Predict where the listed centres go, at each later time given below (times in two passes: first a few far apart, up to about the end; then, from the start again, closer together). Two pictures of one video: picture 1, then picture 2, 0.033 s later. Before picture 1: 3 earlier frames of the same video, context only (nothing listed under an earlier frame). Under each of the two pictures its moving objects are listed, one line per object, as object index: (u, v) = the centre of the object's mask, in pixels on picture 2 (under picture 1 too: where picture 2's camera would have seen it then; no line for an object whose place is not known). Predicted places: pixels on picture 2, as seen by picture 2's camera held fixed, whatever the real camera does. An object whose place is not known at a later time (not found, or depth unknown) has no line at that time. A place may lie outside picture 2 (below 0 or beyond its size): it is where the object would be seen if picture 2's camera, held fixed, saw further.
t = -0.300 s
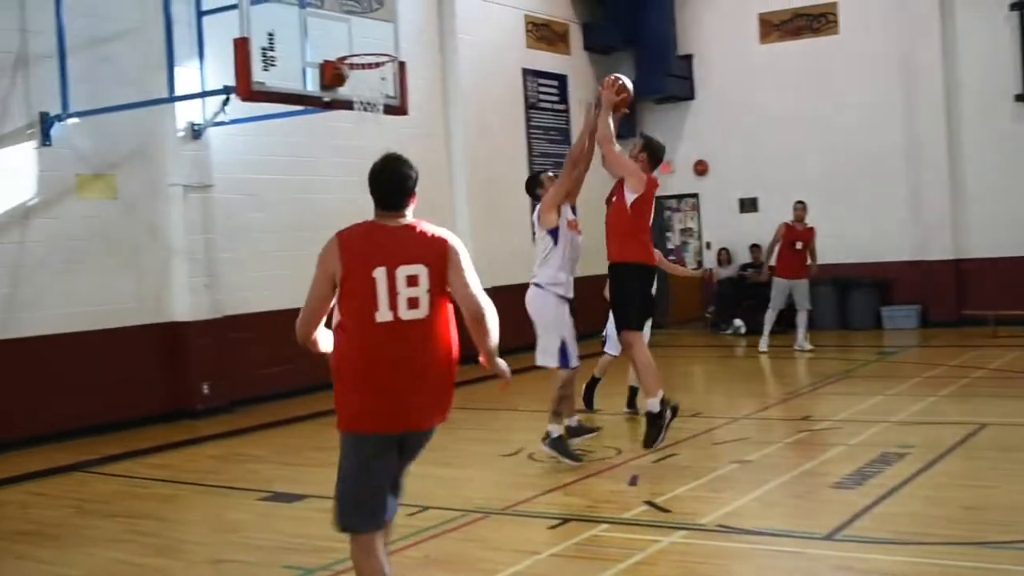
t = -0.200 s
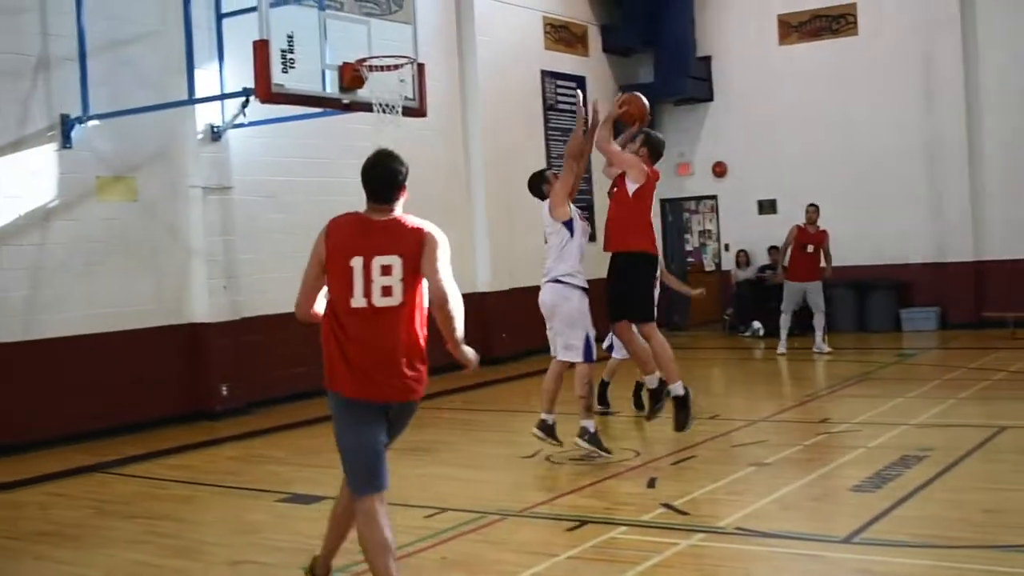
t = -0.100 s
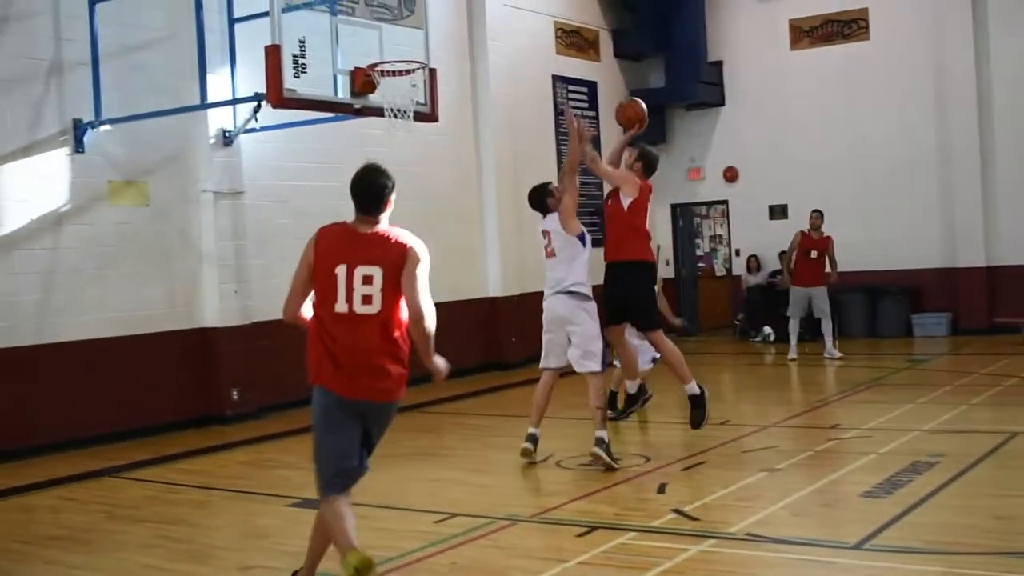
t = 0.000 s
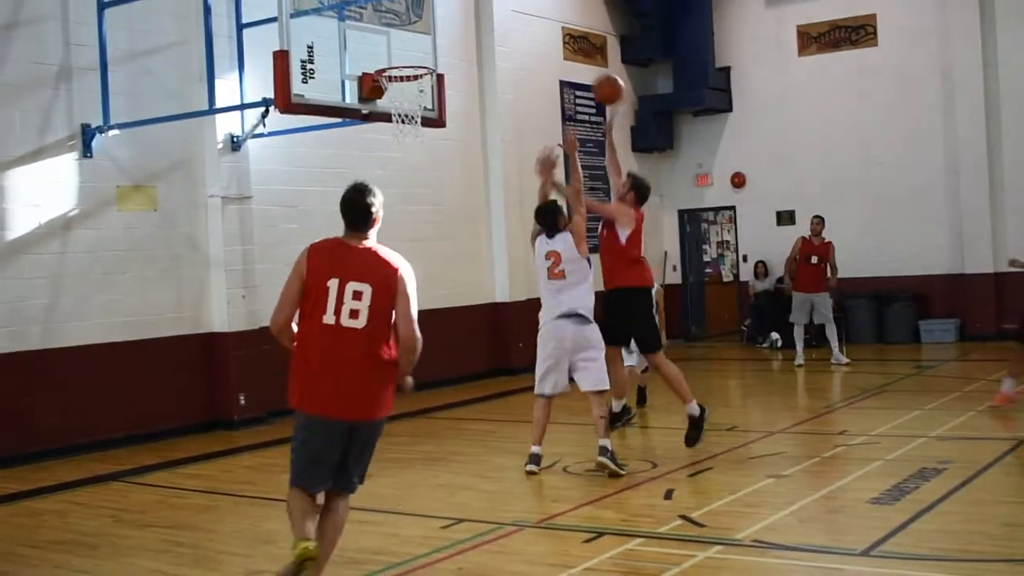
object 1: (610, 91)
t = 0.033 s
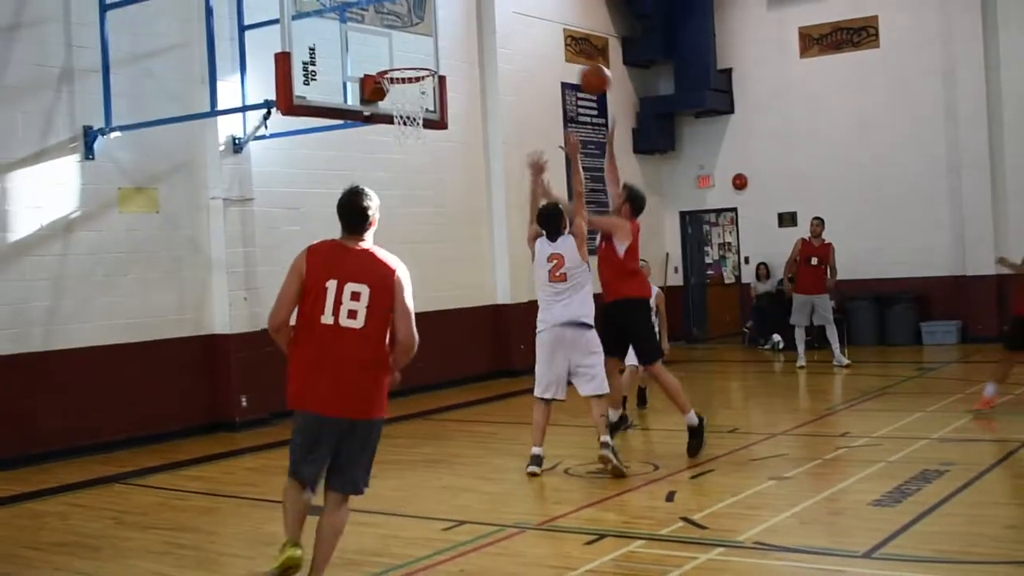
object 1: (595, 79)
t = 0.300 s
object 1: (481, 36)
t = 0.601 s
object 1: (404, 53)
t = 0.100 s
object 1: (565, 60)
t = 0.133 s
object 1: (549, 52)
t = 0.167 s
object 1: (535, 46)
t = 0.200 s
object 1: (521, 41)
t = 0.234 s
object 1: (507, 38)
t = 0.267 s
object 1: (494, 36)
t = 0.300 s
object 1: (481, 36)
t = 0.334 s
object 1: (468, 37)
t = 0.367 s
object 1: (455, 39)
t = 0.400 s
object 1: (443, 44)
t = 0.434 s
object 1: (430, 49)
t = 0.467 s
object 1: (417, 55)
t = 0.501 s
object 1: (405, 62)
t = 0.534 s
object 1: (399, 63)
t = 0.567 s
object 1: (402, 58)
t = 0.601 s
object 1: (404, 53)
